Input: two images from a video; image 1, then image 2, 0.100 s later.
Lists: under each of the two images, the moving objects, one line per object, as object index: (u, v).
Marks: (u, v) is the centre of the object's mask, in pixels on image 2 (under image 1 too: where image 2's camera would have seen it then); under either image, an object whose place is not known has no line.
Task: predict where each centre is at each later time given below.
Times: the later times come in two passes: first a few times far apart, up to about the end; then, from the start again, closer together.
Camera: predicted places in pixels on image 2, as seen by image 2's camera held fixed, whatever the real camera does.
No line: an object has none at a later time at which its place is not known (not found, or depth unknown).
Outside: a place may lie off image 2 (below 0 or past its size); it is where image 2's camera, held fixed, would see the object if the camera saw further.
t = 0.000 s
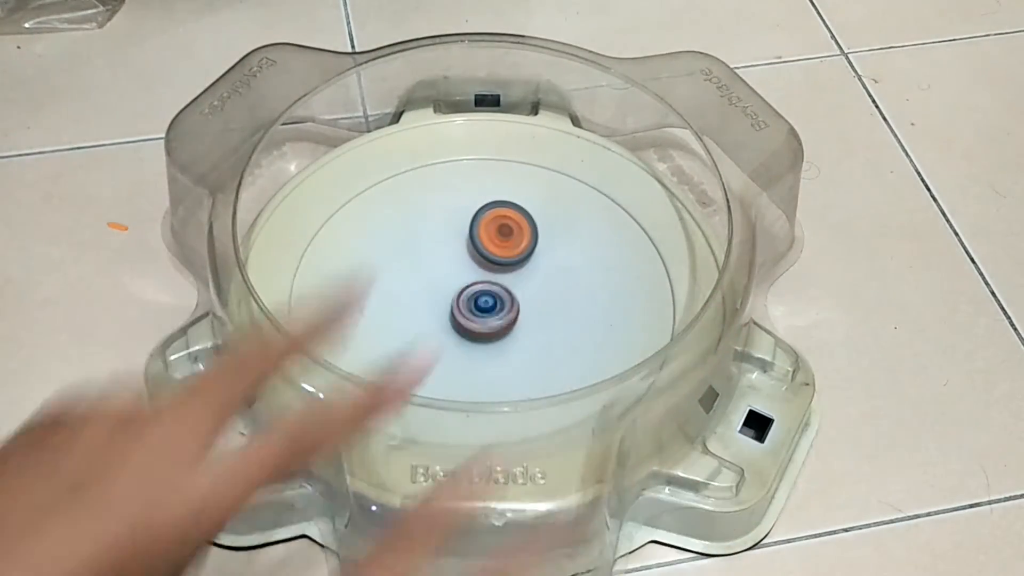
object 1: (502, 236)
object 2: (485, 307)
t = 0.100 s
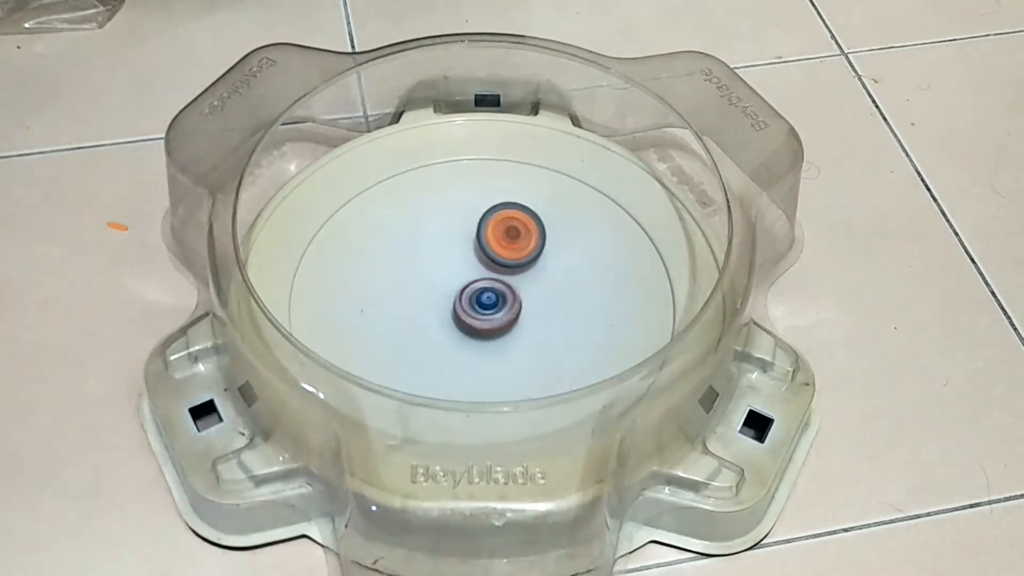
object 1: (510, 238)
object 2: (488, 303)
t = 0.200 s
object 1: (517, 241)
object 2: (489, 301)
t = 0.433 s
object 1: (541, 246)
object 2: (486, 301)
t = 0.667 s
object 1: (553, 259)
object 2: (470, 302)
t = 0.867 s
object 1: (552, 285)
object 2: (467, 294)
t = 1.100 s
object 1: (561, 314)
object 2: (481, 292)
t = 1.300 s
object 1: (569, 335)
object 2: (487, 301)
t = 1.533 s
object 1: (555, 355)
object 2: (486, 311)
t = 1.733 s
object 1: (534, 368)
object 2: (475, 305)
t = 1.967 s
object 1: (499, 372)
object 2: (487, 289)
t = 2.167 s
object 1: (466, 369)
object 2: (495, 291)
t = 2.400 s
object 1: (429, 360)
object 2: (490, 298)
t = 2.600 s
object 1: (402, 344)
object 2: (475, 296)
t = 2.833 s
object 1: (384, 319)
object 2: (474, 286)
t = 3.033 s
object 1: (381, 296)
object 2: (482, 289)
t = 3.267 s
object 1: (390, 266)
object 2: (481, 305)
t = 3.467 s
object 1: (407, 247)
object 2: (470, 310)
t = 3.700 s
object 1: (434, 230)
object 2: (473, 300)
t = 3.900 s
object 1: (464, 226)
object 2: (477, 303)
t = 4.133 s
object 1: (501, 231)
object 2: (481, 301)
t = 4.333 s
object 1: (530, 240)
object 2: (482, 298)
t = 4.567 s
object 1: (554, 261)
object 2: (476, 302)
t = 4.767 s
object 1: (567, 283)
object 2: (477, 301)
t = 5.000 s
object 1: (572, 311)
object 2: (476, 299)
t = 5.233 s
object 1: (562, 337)
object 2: (482, 294)
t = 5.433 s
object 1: (543, 354)
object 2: (479, 291)
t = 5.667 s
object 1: (512, 361)
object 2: (484, 292)
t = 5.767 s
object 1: (496, 361)
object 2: (483, 296)
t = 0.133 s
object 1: (513, 238)
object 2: (488, 303)
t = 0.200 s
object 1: (517, 241)
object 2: (489, 301)
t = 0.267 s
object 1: (522, 243)
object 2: (491, 297)
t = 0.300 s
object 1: (525, 244)
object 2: (491, 297)
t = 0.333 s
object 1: (528, 246)
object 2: (492, 297)
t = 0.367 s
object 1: (532, 247)
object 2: (492, 297)
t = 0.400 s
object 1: (536, 247)
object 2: (488, 300)
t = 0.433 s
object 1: (541, 246)
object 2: (486, 301)
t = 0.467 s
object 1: (545, 246)
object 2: (483, 302)
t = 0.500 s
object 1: (548, 247)
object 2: (481, 303)
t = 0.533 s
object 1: (550, 249)
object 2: (478, 303)
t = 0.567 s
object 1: (552, 251)
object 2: (475, 304)
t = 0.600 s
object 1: (553, 253)
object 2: (474, 304)
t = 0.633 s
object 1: (553, 256)
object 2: (472, 305)
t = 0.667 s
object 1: (553, 259)
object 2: (470, 302)
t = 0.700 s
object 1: (552, 263)
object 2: (470, 301)
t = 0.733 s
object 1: (552, 268)
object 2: (468, 299)
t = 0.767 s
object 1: (551, 272)
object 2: (467, 299)
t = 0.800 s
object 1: (551, 276)
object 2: (468, 297)
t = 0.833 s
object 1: (551, 280)
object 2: (466, 294)
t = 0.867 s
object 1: (552, 285)
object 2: (467, 294)
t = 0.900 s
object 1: (552, 289)
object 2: (468, 291)
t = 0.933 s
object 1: (553, 293)
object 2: (468, 291)
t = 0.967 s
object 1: (554, 297)
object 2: (470, 290)
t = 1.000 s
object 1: (556, 301)
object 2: (473, 288)
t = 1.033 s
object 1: (557, 305)
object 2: (476, 290)
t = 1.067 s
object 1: (559, 309)
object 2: (479, 291)
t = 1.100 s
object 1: (561, 314)
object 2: (481, 292)
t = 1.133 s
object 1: (563, 318)
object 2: (482, 294)
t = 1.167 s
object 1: (565, 322)
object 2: (484, 293)
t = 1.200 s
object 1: (567, 326)
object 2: (484, 294)
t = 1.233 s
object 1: (568, 329)
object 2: (486, 297)
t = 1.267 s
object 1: (569, 332)
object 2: (488, 298)
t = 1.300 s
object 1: (569, 335)
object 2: (487, 301)
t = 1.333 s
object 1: (568, 339)
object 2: (489, 303)
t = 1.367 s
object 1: (566, 342)
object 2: (489, 304)
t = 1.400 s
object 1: (564, 344)
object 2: (488, 307)
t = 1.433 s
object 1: (562, 347)
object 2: (489, 308)
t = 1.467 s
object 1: (559, 350)
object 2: (488, 309)
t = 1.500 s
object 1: (557, 352)
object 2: (486, 311)
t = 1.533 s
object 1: (555, 355)
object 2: (486, 311)
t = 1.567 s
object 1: (552, 357)
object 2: (485, 311)
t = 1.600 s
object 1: (549, 360)
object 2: (481, 312)
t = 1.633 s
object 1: (546, 362)
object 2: (480, 311)
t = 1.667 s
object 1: (542, 365)
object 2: (478, 309)
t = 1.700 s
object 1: (538, 367)
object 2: (476, 307)
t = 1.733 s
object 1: (534, 368)
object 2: (475, 305)
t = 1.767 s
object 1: (530, 370)
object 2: (475, 302)
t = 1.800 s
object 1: (525, 370)
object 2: (475, 299)
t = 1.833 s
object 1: (521, 371)
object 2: (477, 297)
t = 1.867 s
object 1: (516, 372)
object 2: (479, 295)
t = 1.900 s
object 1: (511, 372)
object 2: (480, 292)
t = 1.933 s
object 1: (505, 372)
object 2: (484, 291)
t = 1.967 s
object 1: (499, 372)
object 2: (487, 289)
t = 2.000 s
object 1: (494, 372)
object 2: (489, 290)
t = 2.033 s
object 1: (488, 371)
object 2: (491, 290)
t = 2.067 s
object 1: (482, 370)
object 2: (493, 290)
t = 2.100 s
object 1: (477, 370)
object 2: (493, 288)
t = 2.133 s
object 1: (471, 369)
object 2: (493, 292)
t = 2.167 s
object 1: (466, 369)
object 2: (495, 291)
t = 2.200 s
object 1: (460, 368)
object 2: (495, 292)
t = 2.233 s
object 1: (455, 367)
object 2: (495, 294)
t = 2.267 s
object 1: (449, 366)
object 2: (496, 295)
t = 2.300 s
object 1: (444, 365)
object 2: (495, 295)
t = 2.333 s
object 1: (439, 364)
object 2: (494, 297)
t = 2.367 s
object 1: (434, 362)
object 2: (493, 299)
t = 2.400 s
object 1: (429, 360)
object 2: (490, 298)
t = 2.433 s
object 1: (424, 358)
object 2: (487, 299)
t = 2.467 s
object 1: (419, 355)
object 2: (485, 300)
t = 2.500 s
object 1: (415, 353)
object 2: (482, 298)
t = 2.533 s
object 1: (411, 350)
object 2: (480, 297)
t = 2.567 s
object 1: (407, 347)
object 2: (476, 298)
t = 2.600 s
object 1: (402, 344)
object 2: (475, 296)
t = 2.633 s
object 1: (399, 341)
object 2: (473, 293)
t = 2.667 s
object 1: (395, 338)
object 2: (471, 292)
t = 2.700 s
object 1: (392, 334)
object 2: (471, 290)
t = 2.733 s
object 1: (390, 331)
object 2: (471, 288)
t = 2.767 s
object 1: (388, 327)
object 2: (470, 287)
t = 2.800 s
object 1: (386, 323)
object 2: (471, 288)
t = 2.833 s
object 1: (384, 319)
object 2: (474, 286)
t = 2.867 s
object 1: (382, 315)
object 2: (474, 285)
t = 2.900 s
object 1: (381, 311)
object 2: (476, 286)
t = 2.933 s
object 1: (380, 308)
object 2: (478, 286)
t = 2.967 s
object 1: (380, 304)
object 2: (480, 286)
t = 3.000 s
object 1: (381, 300)
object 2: (481, 287)
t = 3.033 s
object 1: (381, 296)
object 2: (482, 289)
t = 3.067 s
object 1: (382, 292)
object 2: (484, 291)
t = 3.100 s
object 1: (382, 288)
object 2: (484, 292)
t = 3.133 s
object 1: (383, 284)
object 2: (483, 296)
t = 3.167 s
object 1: (384, 280)
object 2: (484, 297)
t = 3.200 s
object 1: (386, 274)
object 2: (483, 300)
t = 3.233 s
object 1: (388, 270)
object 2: (482, 302)
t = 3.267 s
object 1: (390, 266)
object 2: (481, 305)
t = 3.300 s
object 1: (392, 263)
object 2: (480, 306)
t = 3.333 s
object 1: (395, 260)
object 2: (477, 307)
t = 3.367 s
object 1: (398, 256)
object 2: (475, 309)
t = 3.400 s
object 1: (401, 252)
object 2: (474, 308)
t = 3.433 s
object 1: (404, 250)
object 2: (472, 308)
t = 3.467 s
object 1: (407, 247)
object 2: (470, 310)
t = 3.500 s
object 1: (411, 244)
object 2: (471, 308)
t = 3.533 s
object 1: (414, 242)
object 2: (472, 309)
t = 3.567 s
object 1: (418, 239)
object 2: (472, 304)
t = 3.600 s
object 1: (422, 237)
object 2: (469, 307)
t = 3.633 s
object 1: (426, 234)
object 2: (471, 307)
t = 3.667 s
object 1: (430, 232)
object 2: (473, 303)
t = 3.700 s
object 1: (434, 230)
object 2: (473, 300)
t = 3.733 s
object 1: (439, 229)
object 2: (472, 305)
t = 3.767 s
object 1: (443, 228)
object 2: (474, 306)
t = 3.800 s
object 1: (448, 227)
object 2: (475, 304)
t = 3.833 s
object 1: (453, 226)
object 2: (475, 301)
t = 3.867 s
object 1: (458, 226)
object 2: (475, 303)
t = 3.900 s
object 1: (464, 226)
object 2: (477, 303)
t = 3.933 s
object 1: (469, 226)
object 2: (478, 303)
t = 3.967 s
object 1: (474, 227)
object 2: (478, 298)
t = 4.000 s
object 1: (480, 227)
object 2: (479, 301)
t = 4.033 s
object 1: (486, 228)
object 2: (481, 300)
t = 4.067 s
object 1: (491, 229)
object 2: (481, 298)
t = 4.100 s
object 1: (496, 230)
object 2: (480, 300)
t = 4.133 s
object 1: (501, 231)
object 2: (481, 301)
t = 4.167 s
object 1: (506, 232)
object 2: (483, 300)
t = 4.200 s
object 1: (511, 234)
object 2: (482, 299)
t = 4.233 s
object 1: (516, 235)
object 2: (481, 301)
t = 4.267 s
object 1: (521, 237)
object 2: (482, 301)
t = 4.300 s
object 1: (525, 239)
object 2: (482, 301)
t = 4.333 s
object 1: (530, 240)
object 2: (482, 298)
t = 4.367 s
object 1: (534, 243)
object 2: (479, 300)
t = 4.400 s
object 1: (538, 245)
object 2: (480, 304)
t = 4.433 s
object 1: (542, 248)
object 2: (482, 305)
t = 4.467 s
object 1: (545, 251)
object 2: (483, 299)
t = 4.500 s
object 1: (548, 254)
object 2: (481, 296)
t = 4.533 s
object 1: (551, 258)
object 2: (477, 300)
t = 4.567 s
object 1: (554, 261)
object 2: (476, 302)
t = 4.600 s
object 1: (557, 264)
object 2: (478, 301)
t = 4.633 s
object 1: (559, 268)
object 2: (478, 297)
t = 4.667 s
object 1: (562, 272)
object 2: (475, 299)
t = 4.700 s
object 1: (564, 275)
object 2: (475, 302)
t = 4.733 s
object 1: (565, 279)
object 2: (477, 303)
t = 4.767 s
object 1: (567, 283)
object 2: (477, 301)
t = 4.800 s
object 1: (568, 287)
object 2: (475, 298)
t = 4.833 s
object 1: (570, 291)
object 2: (474, 300)
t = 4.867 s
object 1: (571, 295)
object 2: (476, 301)
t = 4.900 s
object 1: (571, 299)
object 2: (477, 300)
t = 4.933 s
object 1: (572, 303)
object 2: (478, 297)
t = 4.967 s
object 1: (572, 307)
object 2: (476, 296)
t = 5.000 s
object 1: (572, 311)
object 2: (476, 299)
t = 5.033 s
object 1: (571, 315)
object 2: (478, 299)
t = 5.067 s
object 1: (571, 320)
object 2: (482, 297)
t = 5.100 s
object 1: (570, 323)
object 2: (481, 293)
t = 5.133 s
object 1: (568, 327)
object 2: (480, 296)
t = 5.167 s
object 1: (566, 330)
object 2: (482, 296)
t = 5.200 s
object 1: (564, 334)
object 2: (483, 297)
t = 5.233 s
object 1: (562, 337)
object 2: (482, 294)
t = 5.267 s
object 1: (559, 340)
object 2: (481, 293)
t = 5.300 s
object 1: (557, 343)
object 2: (482, 295)
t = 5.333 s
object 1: (553, 346)
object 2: (483, 294)
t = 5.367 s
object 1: (550, 349)
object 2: (484, 290)
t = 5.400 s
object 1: (547, 351)
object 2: (482, 289)
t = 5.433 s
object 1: (543, 354)
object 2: (479, 291)
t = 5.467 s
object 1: (540, 355)
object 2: (480, 292)
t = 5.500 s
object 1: (535, 357)
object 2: (482, 291)
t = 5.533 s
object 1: (531, 358)
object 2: (482, 288)
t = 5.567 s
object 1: (526, 360)
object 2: (479, 289)
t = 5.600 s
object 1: (522, 360)
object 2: (479, 292)
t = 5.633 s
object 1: (517, 361)
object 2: (482, 294)
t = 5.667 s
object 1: (512, 361)
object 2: (484, 292)
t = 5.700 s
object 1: (507, 361)
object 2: (483, 291)
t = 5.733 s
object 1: (501, 361)
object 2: (481, 294)
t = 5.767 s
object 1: (496, 361)
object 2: (483, 296)
